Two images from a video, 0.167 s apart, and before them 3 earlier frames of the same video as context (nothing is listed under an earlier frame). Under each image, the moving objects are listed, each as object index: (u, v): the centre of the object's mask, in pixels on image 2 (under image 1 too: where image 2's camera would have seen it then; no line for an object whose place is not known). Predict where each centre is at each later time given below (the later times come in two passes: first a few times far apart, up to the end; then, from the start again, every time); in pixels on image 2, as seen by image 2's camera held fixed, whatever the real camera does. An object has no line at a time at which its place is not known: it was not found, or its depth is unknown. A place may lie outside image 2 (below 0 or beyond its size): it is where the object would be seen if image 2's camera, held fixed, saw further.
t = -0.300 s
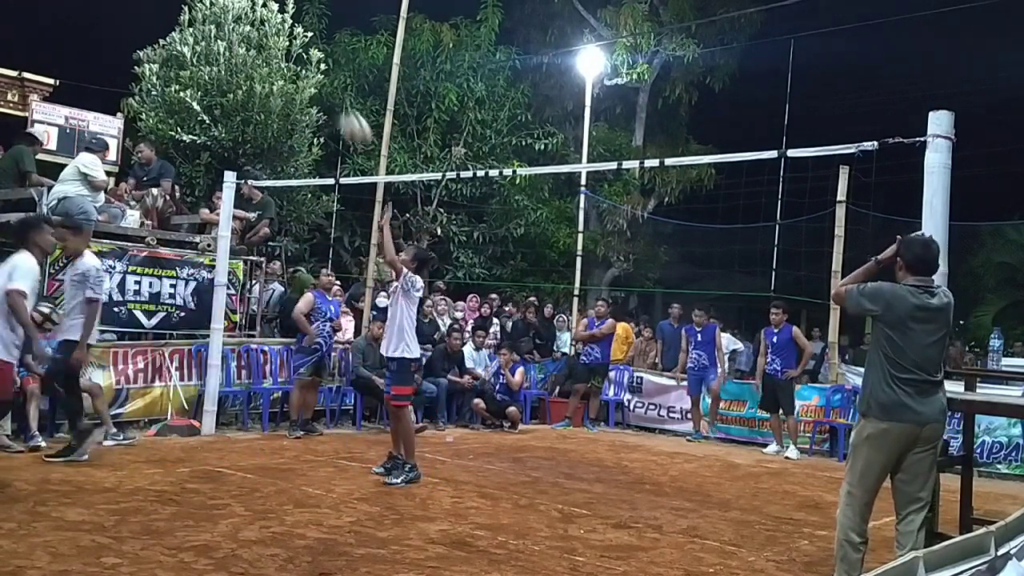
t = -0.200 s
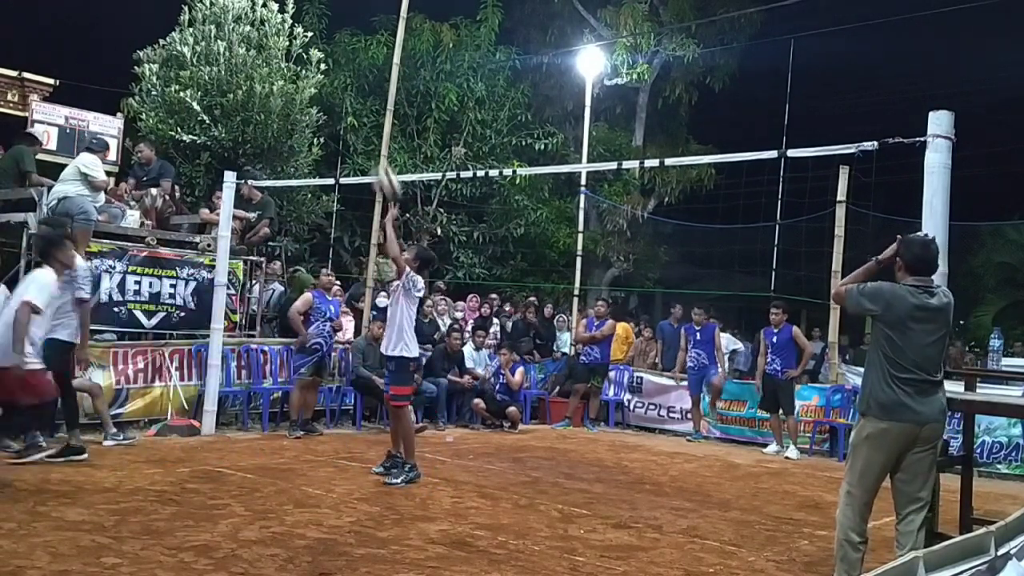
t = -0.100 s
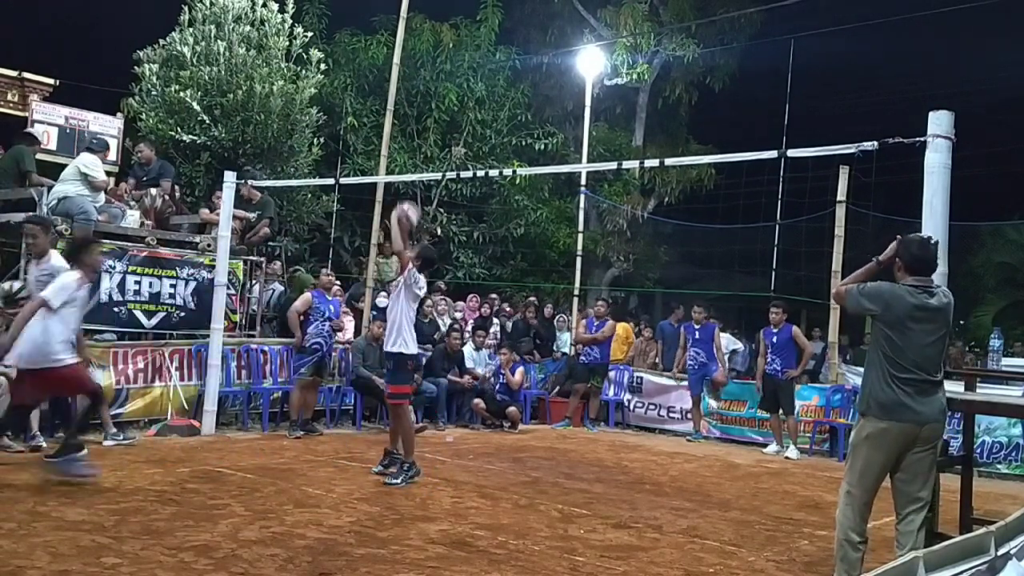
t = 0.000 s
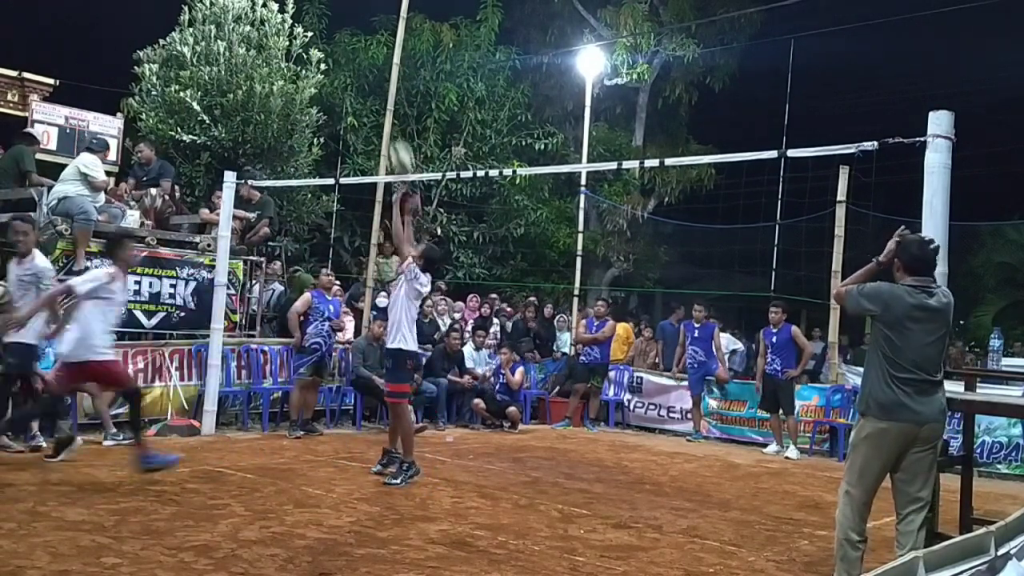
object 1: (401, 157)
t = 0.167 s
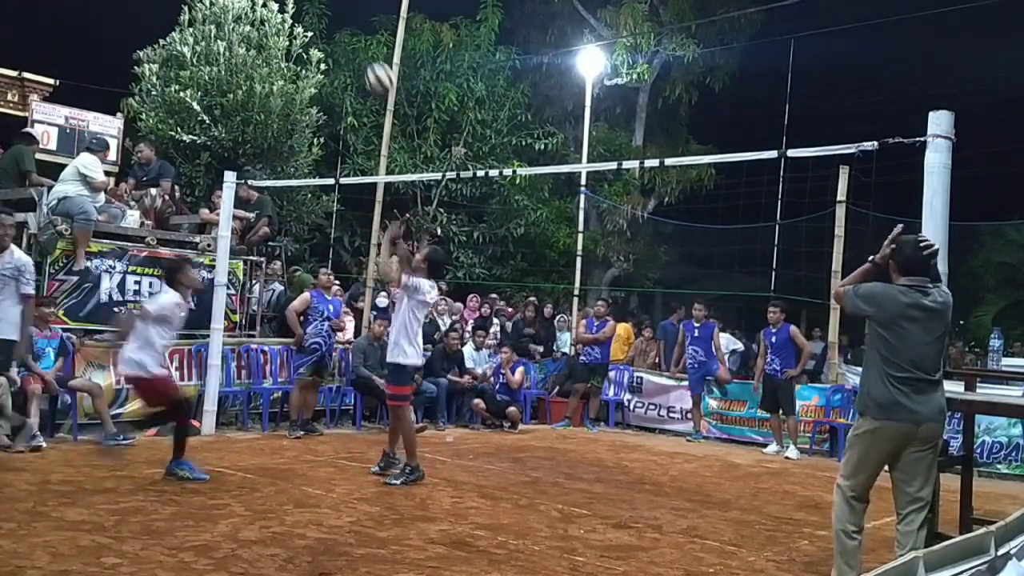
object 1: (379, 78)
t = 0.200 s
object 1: (375, 68)
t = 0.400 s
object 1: (348, 28)
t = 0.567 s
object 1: (325, 33)
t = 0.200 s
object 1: (375, 68)
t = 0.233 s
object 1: (372, 57)
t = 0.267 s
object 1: (368, 50)
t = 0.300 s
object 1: (362, 40)
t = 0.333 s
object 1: (358, 35)
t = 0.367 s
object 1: (353, 30)
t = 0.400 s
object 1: (348, 28)
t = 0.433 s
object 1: (344, 26)
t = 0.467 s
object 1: (339, 26)
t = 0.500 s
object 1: (334, 27)
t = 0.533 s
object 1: (330, 30)
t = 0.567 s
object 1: (325, 33)
